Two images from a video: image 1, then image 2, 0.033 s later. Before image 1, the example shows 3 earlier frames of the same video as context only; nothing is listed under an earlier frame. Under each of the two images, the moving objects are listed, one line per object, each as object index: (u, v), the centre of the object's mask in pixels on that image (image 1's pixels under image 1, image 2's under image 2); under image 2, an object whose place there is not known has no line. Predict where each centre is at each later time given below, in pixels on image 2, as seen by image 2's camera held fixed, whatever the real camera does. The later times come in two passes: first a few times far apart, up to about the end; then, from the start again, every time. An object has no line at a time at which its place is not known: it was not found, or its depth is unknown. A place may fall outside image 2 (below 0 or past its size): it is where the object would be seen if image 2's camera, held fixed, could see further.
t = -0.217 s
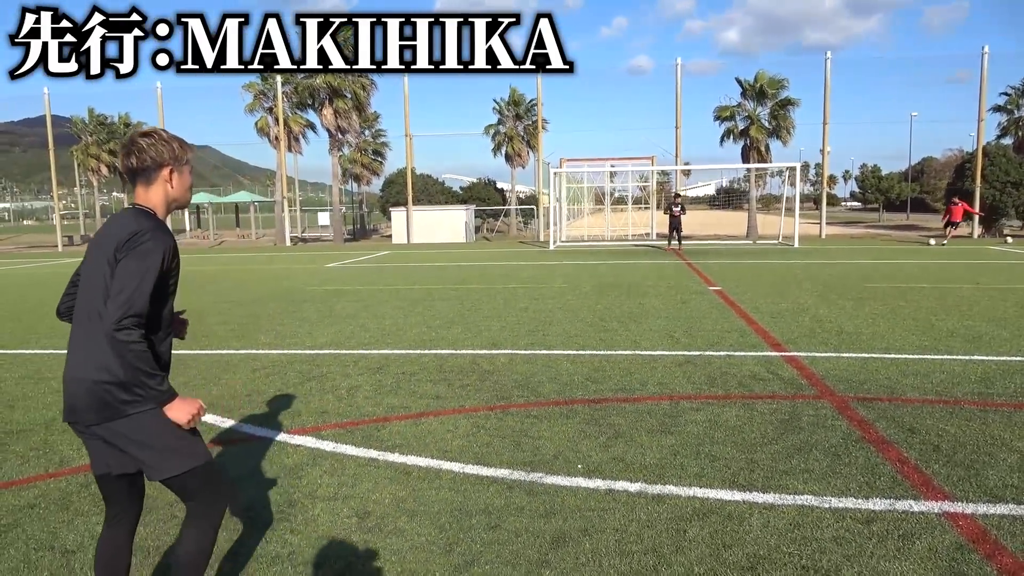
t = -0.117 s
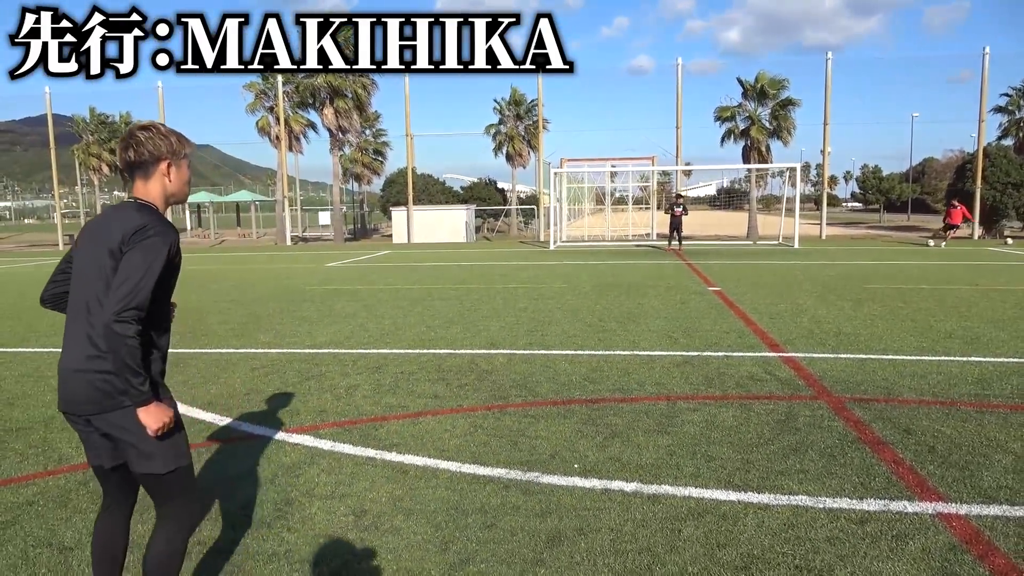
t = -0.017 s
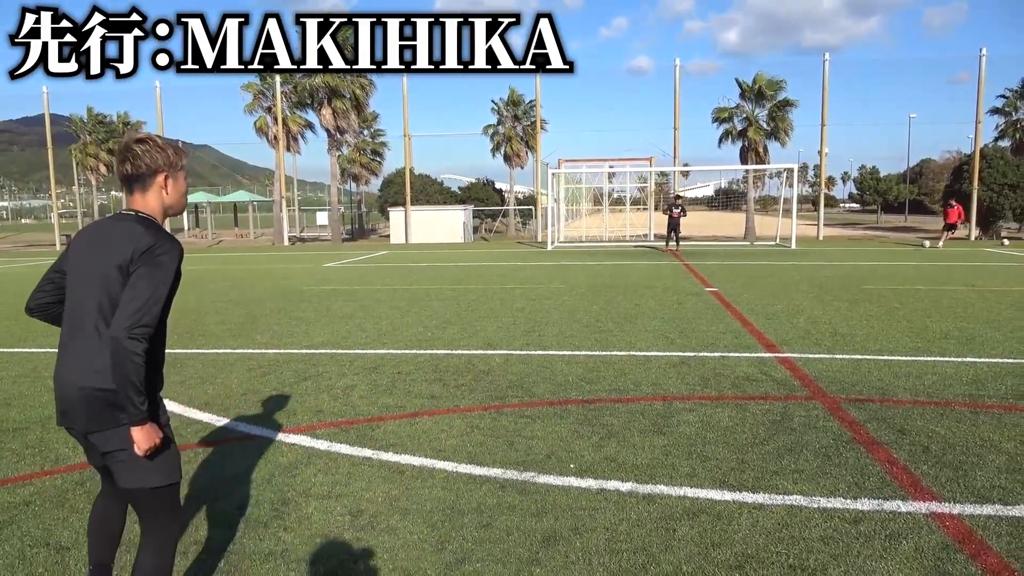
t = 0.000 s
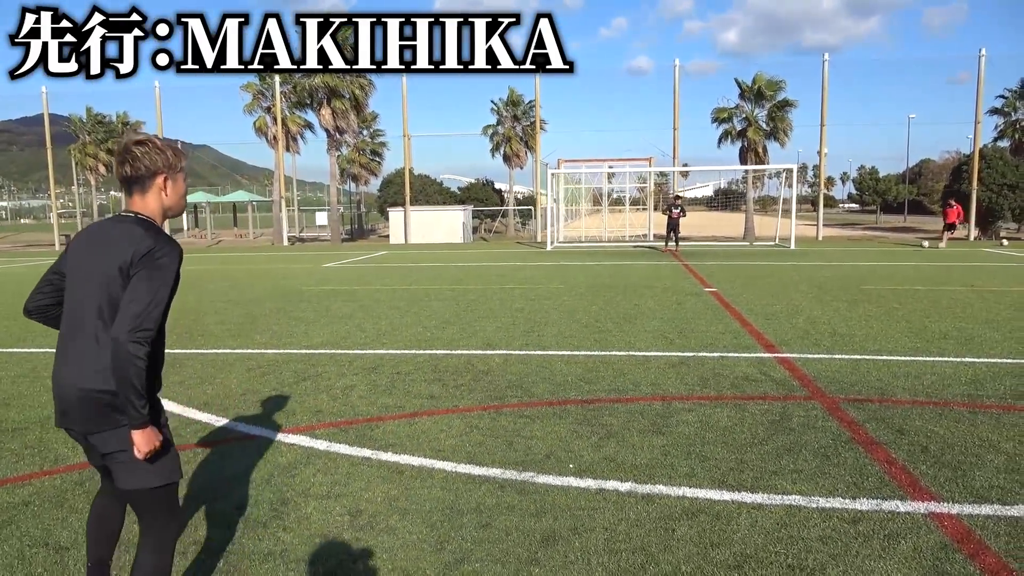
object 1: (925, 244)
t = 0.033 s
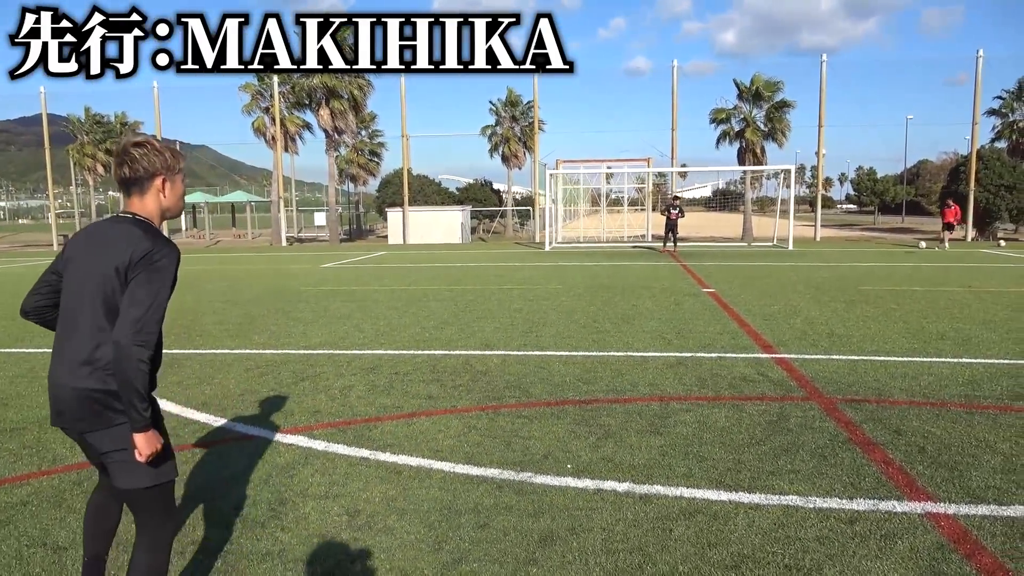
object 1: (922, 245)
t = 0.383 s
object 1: (910, 249)
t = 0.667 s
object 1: (893, 270)
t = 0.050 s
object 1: (921, 245)
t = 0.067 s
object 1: (921, 245)
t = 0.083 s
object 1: (920, 245)
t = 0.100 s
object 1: (920, 245)
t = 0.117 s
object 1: (920, 245)
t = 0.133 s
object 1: (920, 245)
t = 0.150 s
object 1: (919, 245)
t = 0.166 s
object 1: (919, 245)
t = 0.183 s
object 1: (918, 245)
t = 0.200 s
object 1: (917, 245)
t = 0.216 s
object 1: (917, 245)
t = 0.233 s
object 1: (917, 245)
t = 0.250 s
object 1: (916, 246)
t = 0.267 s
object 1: (915, 246)
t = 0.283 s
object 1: (915, 246)
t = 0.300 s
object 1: (914, 246)
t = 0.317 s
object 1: (913, 247)
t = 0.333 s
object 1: (912, 247)
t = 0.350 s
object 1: (912, 247)
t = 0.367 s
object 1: (911, 248)
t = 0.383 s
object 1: (910, 249)
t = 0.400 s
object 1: (910, 249)
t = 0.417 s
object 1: (909, 250)
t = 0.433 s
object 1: (908, 251)
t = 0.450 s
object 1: (907, 252)
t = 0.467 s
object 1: (906, 252)
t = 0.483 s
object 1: (905, 253)
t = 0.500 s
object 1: (904, 254)
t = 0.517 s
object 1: (903, 255)
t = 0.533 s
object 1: (902, 256)
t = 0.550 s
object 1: (901, 257)
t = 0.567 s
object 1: (900, 259)
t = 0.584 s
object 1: (899, 260)
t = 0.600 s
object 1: (898, 262)
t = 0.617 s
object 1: (897, 264)
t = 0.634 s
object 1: (895, 266)
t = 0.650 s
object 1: (894, 268)
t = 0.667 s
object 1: (893, 270)
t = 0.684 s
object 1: (892, 272)
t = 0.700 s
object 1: (891, 274)
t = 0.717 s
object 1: (889, 277)
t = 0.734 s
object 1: (888, 280)
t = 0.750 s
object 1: (886, 283)
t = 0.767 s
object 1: (885, 286)
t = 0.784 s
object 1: (883, 289)
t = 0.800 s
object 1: (881, 293)
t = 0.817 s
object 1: (880, 298)
